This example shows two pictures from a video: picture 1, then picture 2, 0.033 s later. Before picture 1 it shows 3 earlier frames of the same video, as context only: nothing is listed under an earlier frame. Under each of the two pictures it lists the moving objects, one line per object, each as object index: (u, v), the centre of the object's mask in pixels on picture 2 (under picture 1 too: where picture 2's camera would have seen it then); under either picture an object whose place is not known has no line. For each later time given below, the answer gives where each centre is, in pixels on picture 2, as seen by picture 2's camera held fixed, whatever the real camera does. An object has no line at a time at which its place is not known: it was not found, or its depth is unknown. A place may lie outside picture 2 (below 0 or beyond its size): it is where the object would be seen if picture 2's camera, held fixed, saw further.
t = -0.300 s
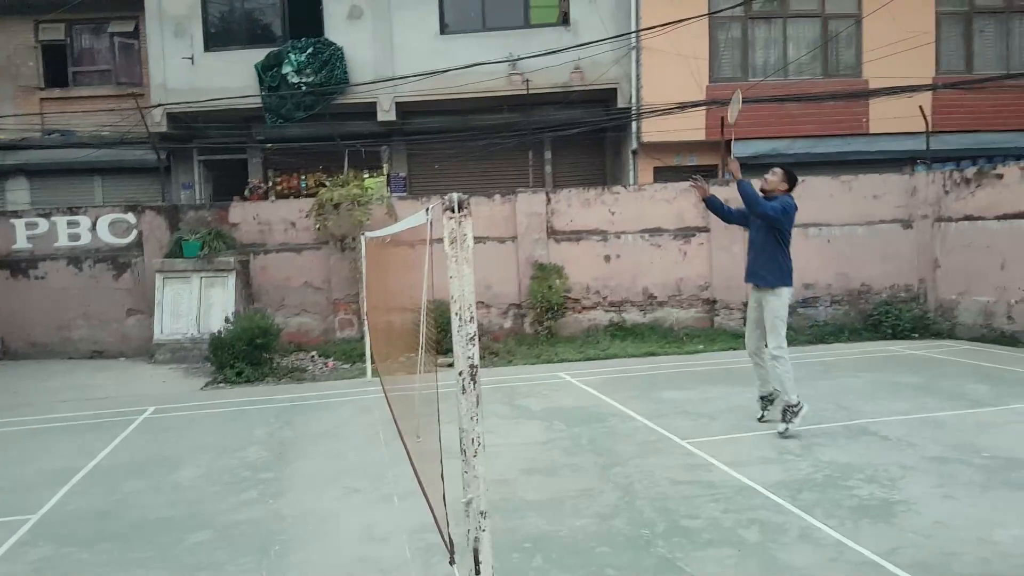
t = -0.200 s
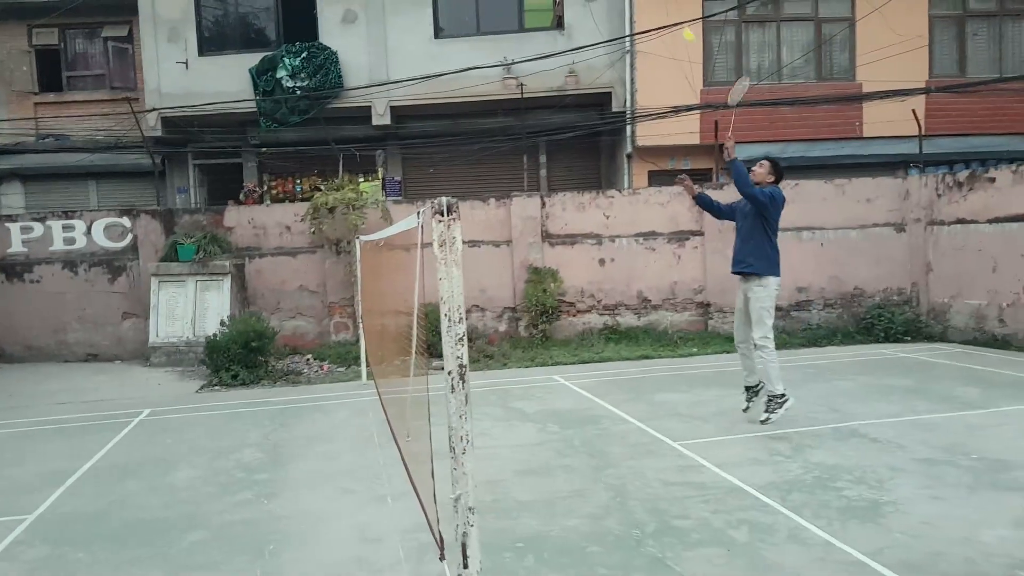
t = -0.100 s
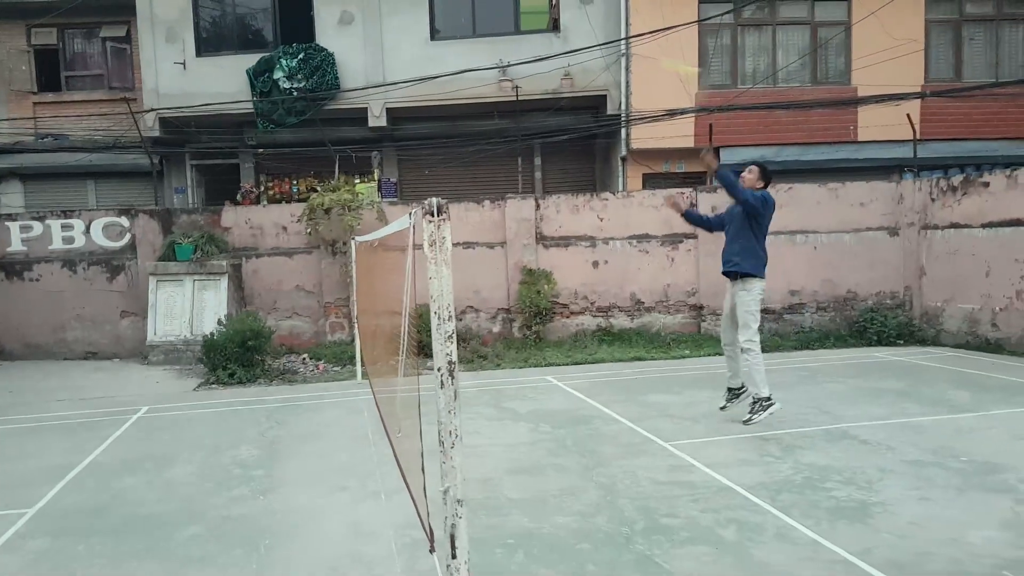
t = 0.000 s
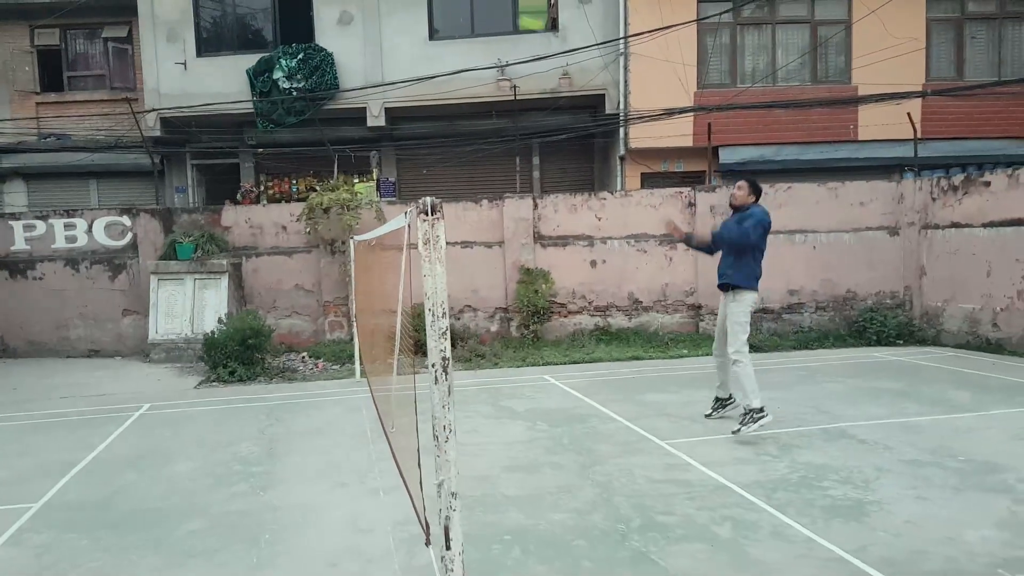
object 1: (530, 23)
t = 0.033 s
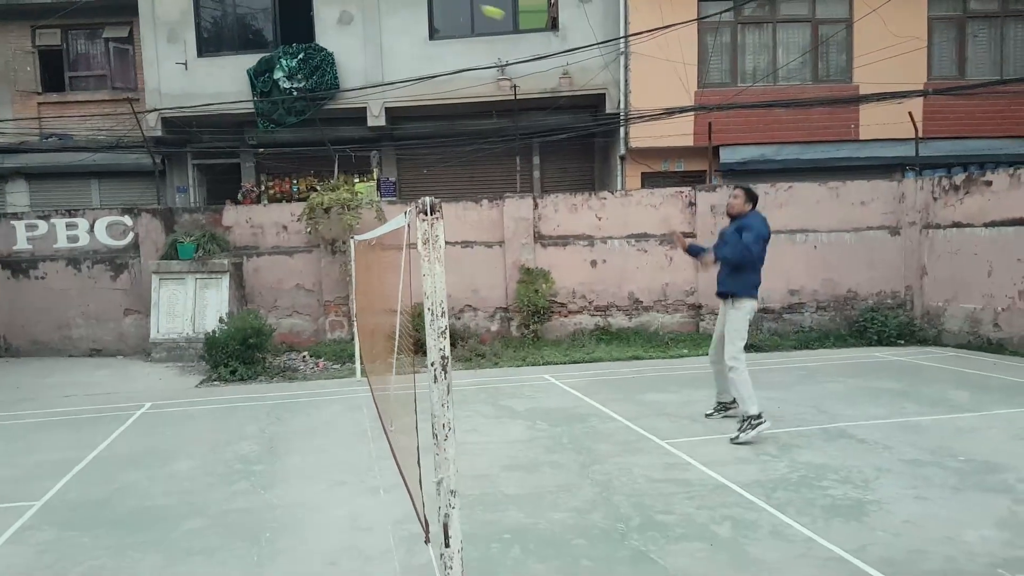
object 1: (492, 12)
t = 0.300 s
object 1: (205, 1)
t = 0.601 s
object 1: (-41, 104)
